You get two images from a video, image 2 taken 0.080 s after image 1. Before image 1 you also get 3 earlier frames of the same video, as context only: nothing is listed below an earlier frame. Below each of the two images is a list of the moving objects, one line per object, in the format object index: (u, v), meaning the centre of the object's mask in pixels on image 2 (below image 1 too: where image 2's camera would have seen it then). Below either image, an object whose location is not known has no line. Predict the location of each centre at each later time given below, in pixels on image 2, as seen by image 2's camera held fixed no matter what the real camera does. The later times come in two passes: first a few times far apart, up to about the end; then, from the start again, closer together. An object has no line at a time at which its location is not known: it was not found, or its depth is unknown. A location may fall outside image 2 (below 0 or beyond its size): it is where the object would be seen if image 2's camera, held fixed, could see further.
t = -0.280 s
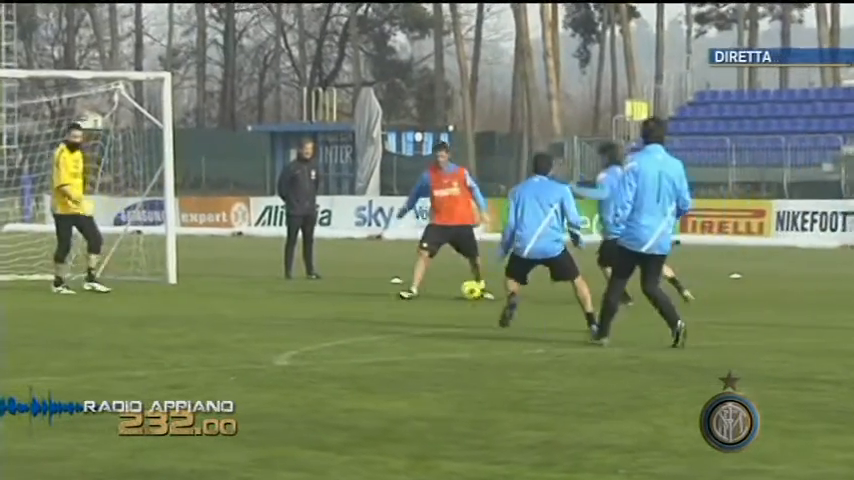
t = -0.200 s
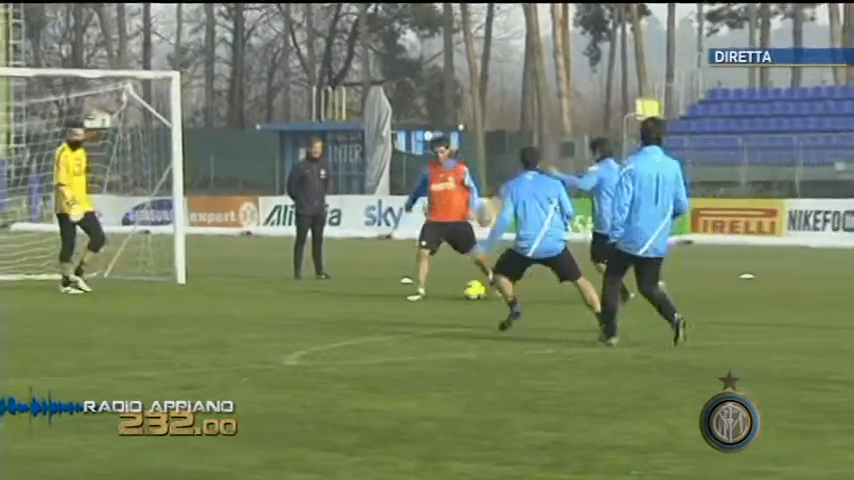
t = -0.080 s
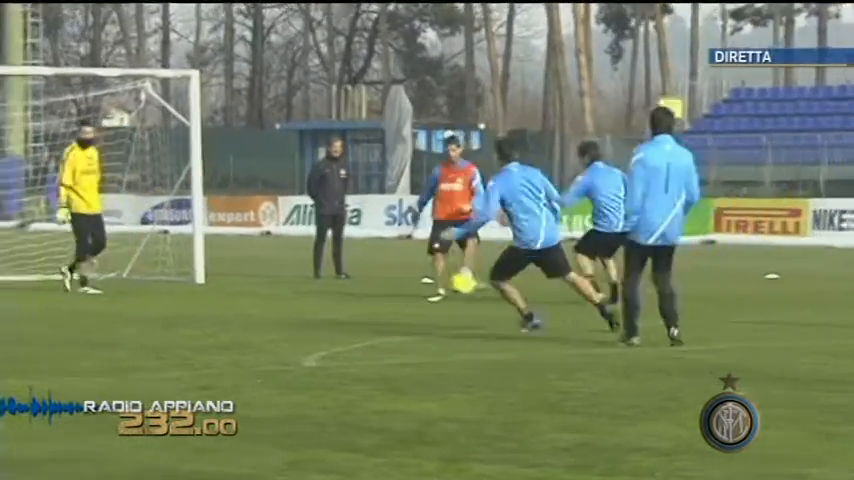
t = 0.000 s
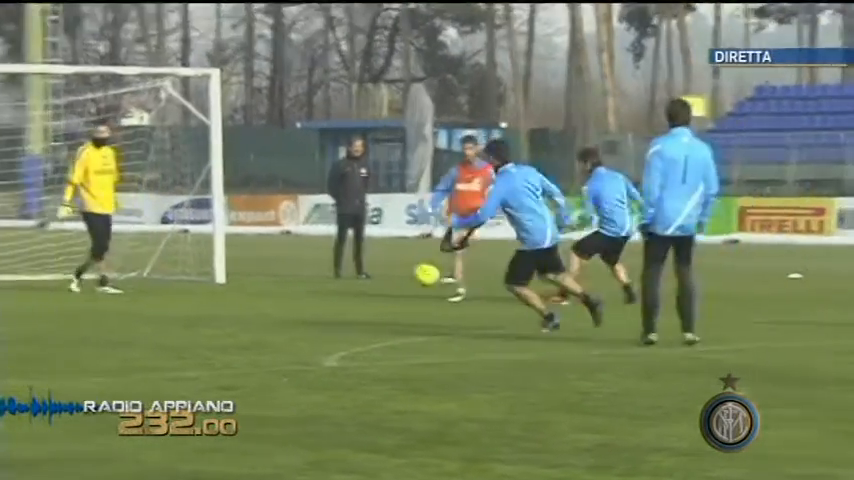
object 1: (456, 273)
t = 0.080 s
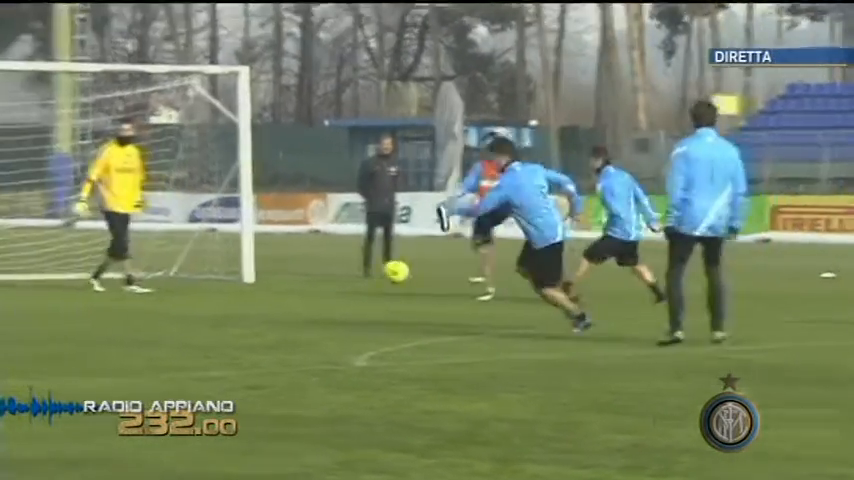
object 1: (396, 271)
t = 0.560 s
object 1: (-4, 317)
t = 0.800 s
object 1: (-228, 338)
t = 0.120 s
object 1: (366, 272)
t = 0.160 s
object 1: (334, 275)
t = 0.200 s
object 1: (302, 282)
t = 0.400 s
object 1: (136, 305)
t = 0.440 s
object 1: (103, 305)
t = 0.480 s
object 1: (69, 307)
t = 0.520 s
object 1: (34, 310)
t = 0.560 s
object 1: (-4, 317)
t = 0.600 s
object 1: (-41, 327)
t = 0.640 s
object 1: (-78, 333)
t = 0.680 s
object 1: (-114, 331)
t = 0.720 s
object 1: (-151, 331)
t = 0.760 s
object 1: (-189, 333)
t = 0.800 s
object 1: (-228, 338)
